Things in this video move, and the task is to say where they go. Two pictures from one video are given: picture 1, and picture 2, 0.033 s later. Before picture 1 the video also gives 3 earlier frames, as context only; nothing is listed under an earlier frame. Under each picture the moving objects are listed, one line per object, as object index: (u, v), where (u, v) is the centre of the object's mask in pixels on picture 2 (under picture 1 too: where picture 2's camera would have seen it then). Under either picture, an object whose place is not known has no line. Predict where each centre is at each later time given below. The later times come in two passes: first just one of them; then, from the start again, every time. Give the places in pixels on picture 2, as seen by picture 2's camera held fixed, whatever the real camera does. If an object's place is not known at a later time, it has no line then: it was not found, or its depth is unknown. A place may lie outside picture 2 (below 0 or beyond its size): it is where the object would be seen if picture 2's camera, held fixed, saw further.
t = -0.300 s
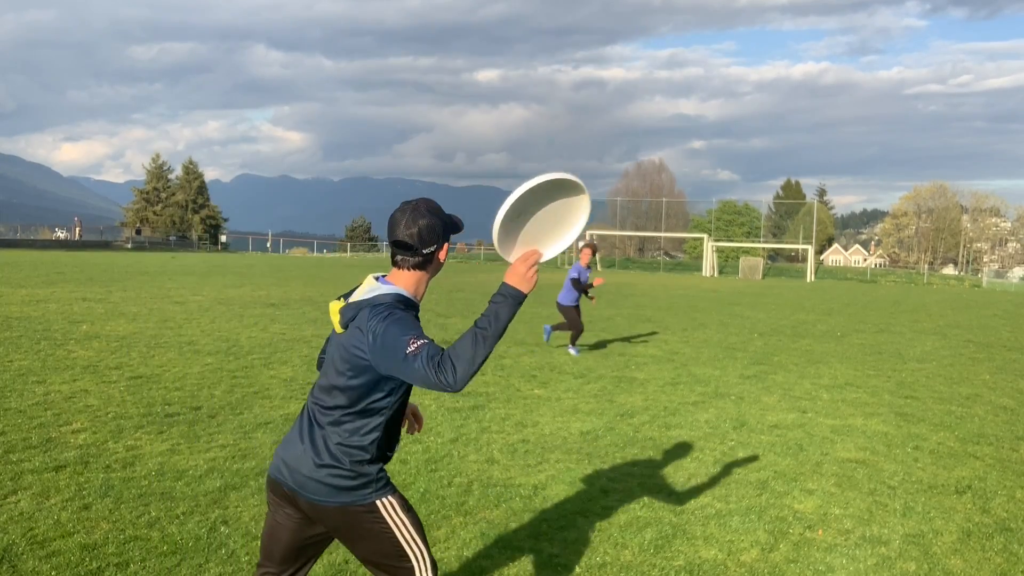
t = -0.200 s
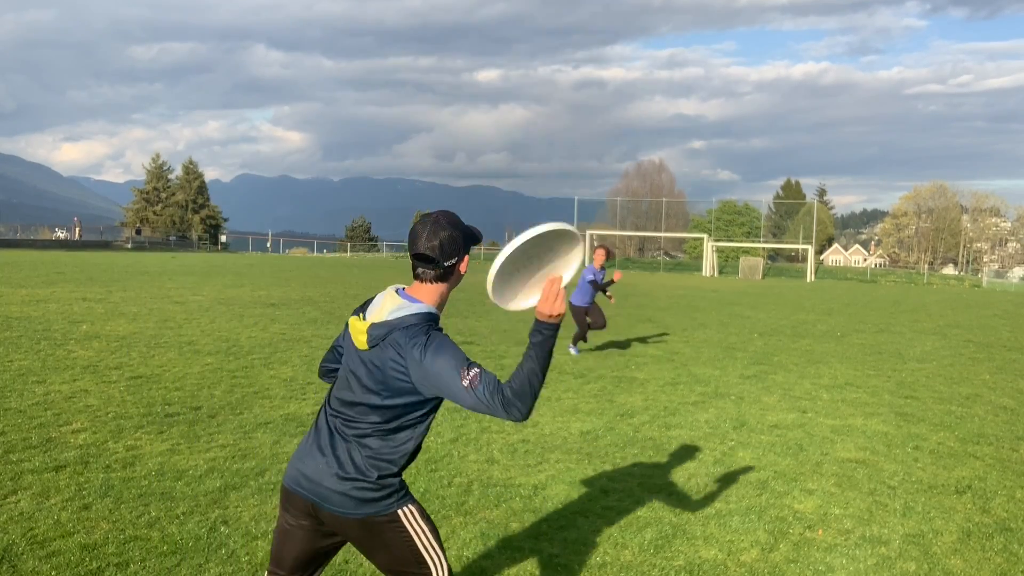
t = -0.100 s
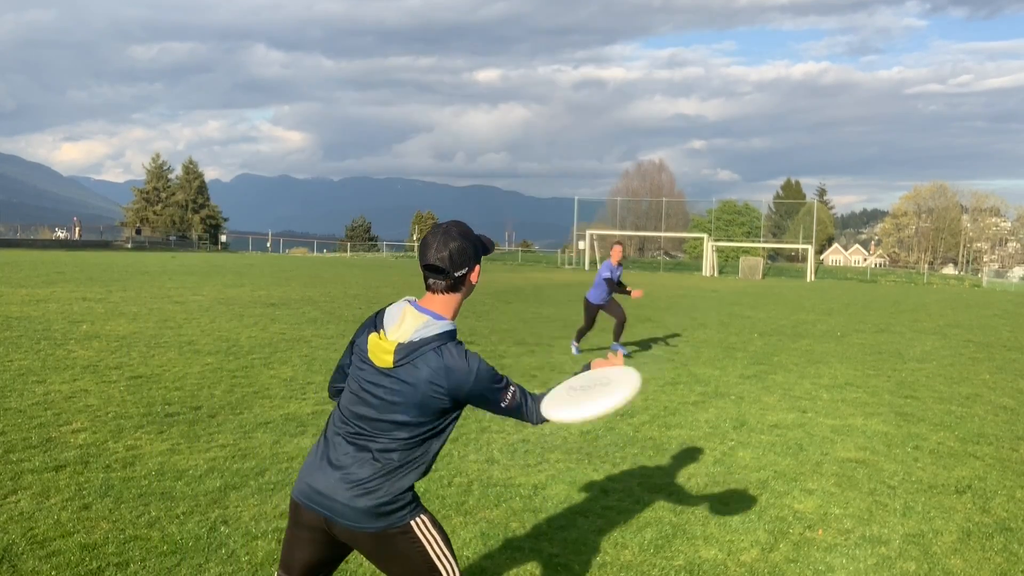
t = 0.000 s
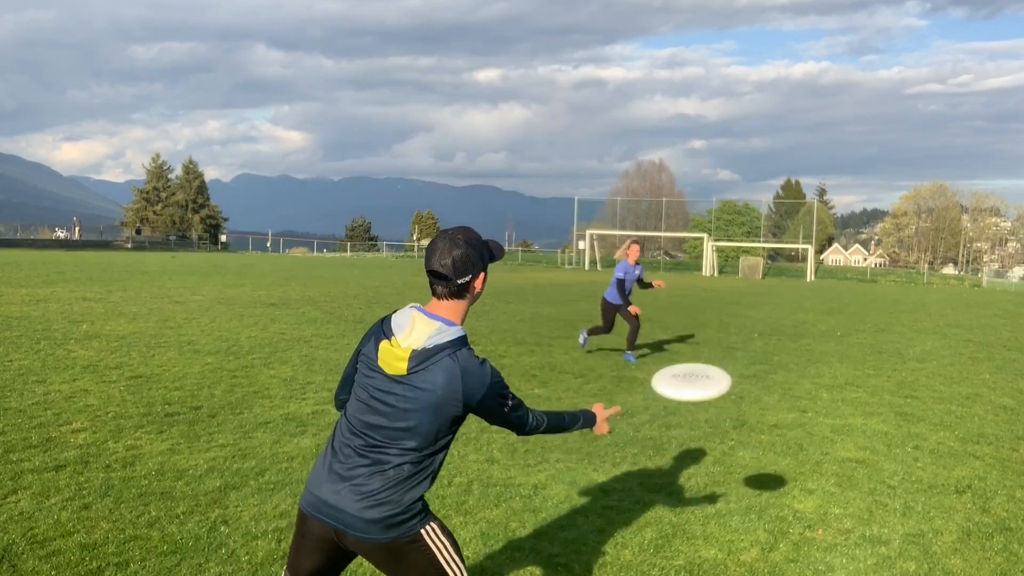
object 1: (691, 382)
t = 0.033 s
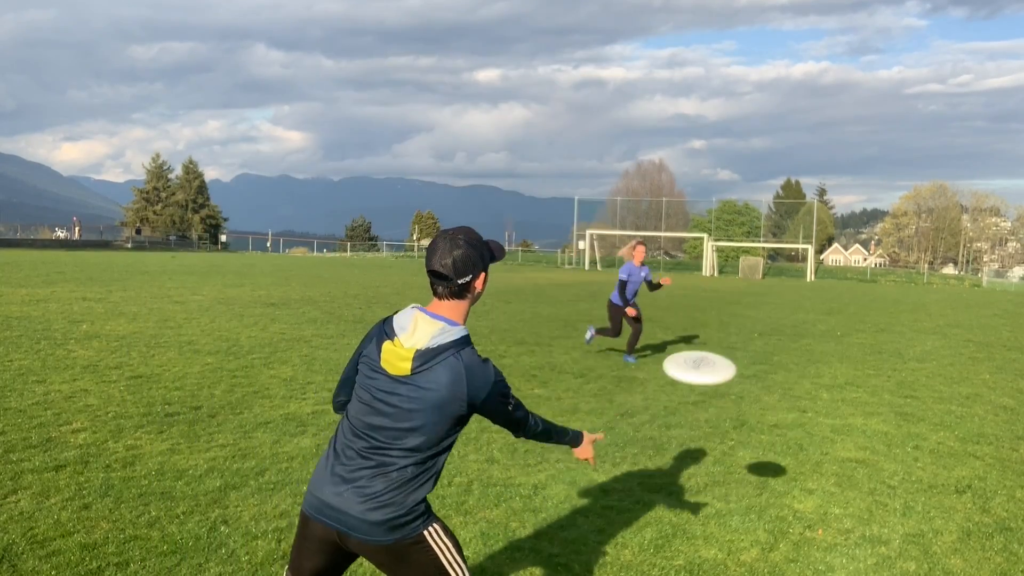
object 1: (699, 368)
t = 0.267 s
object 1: (732, 308)
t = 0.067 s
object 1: (707, 355)
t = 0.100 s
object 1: (712, 344)
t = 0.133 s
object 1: (717, 334)
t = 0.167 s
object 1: (722, 326)
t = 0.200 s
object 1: (725, 319)
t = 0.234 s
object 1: (729, 313)
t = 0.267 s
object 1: (732, 308)
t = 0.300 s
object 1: (735, 304)
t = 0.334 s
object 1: (737, 302)
